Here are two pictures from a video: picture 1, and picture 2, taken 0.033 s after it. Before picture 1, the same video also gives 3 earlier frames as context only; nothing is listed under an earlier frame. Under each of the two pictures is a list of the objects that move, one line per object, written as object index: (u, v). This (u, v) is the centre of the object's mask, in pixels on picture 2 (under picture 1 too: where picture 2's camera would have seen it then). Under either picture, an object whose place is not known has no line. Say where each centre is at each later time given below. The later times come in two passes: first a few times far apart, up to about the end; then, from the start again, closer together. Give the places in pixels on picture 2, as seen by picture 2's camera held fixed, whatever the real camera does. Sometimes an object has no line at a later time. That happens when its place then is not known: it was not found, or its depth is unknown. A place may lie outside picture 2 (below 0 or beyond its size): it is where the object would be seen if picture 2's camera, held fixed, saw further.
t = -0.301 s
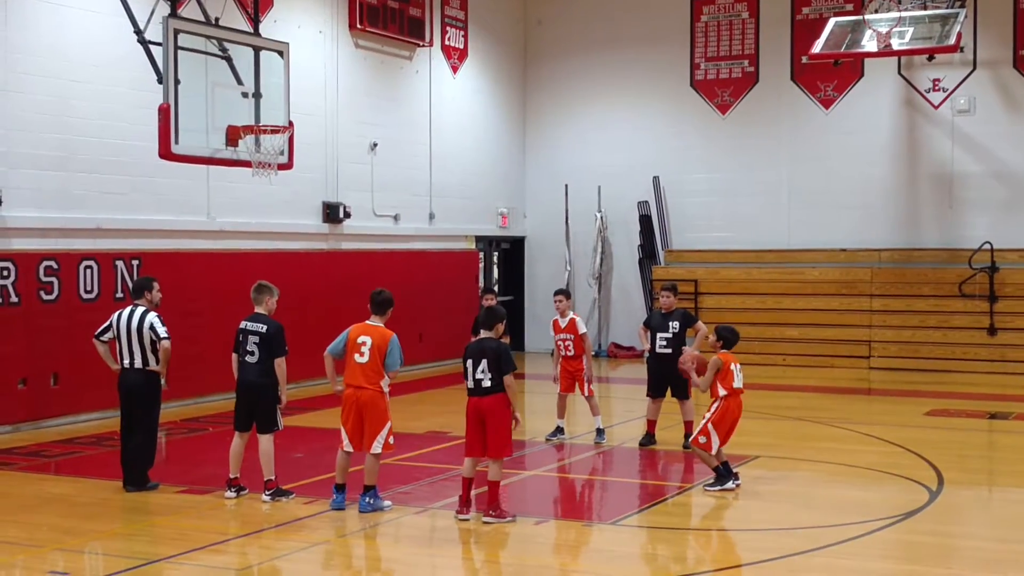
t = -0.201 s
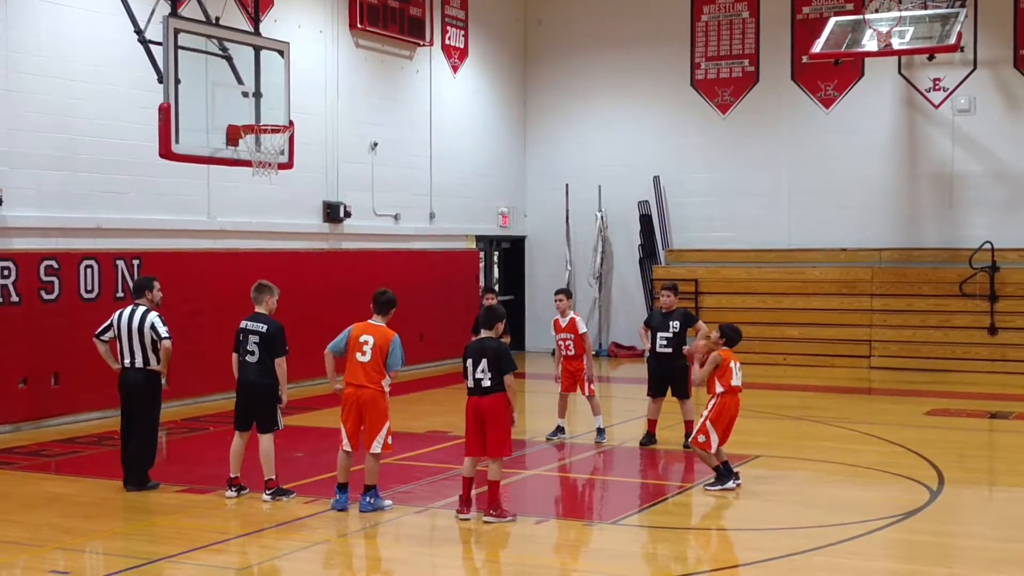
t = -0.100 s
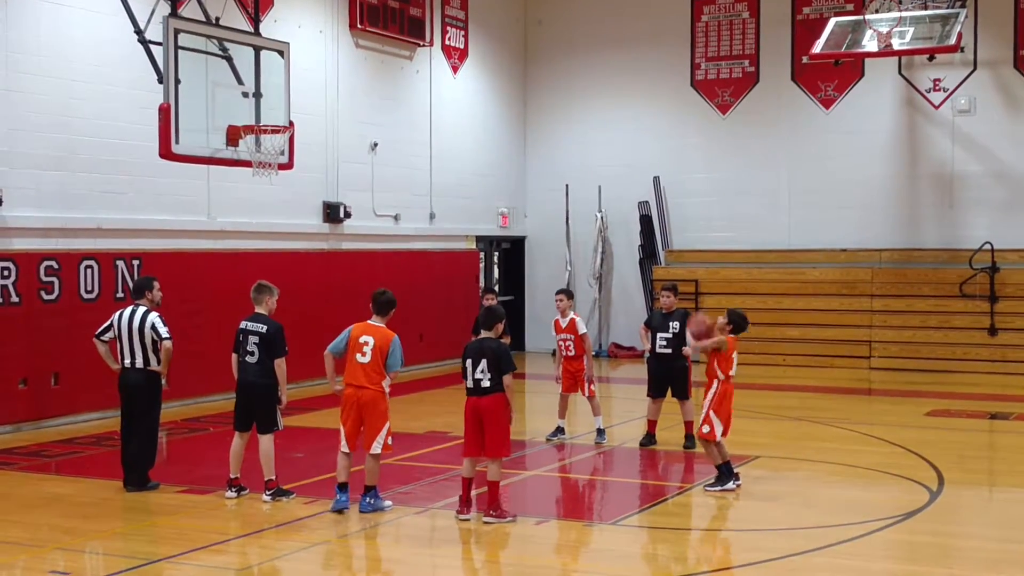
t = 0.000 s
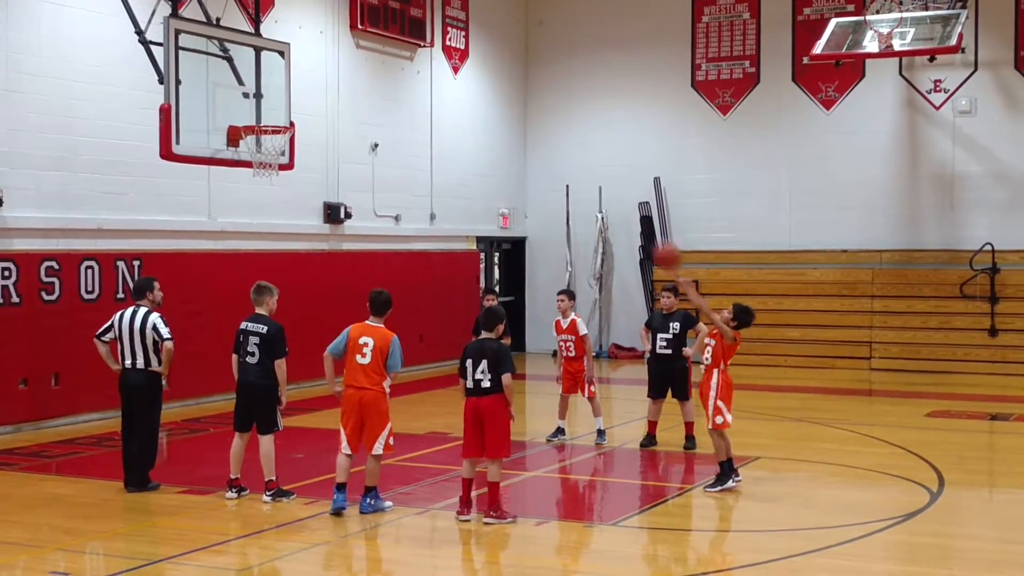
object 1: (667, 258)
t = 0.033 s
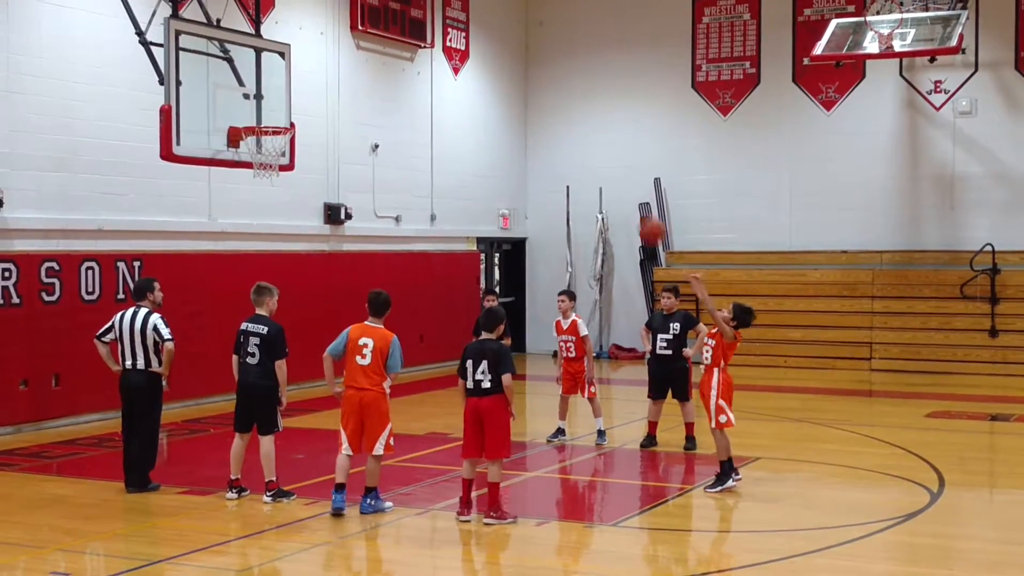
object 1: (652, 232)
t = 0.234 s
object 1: (568, 111)
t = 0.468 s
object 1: (477, 35)
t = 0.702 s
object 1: (392, 23)
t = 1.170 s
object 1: (258, 136)
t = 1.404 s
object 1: (289, 149)
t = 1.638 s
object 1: (288, 180)
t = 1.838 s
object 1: (286, 253)
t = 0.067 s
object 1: (637, 206)
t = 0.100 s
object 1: (624, 185)
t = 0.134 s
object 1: (610, 164)
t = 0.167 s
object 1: (595, 145)
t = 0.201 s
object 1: (581, 126)
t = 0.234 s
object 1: (568, 111)
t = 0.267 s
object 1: (555, 96)
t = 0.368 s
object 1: (516, 60)
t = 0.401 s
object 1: (503, 50)
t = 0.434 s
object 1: (490, 42)
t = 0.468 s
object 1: (477, 35)
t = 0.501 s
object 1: (464, 29)
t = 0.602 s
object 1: (426, 21)
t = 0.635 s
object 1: (415, 20)
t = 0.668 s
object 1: (403, 21)
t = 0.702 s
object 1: (392, 23)
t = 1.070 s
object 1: (270, 119)
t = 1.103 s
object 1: (262, 121)
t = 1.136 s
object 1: (255, 132)
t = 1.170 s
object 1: (258, 136)
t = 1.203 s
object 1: (266, 140)
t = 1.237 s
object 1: (273, 145)
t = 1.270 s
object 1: (280, 150)
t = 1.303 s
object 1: (285, 151)
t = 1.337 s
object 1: (287, 149)
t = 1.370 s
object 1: (289, 148)
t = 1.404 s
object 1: (289, 149)
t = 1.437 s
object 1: (289, 149)
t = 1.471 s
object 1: (289, 152)
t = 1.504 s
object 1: (290, 154)
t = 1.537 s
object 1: (289, 158)
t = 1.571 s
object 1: (288, 164)
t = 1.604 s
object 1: (288, 172)
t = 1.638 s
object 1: (288, 180)
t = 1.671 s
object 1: (288, 189)
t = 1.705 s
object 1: (287, 199)
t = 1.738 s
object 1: (287, 211)
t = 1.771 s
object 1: (287, 224)
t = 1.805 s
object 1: (286, 238)
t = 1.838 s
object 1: (286, 253)
